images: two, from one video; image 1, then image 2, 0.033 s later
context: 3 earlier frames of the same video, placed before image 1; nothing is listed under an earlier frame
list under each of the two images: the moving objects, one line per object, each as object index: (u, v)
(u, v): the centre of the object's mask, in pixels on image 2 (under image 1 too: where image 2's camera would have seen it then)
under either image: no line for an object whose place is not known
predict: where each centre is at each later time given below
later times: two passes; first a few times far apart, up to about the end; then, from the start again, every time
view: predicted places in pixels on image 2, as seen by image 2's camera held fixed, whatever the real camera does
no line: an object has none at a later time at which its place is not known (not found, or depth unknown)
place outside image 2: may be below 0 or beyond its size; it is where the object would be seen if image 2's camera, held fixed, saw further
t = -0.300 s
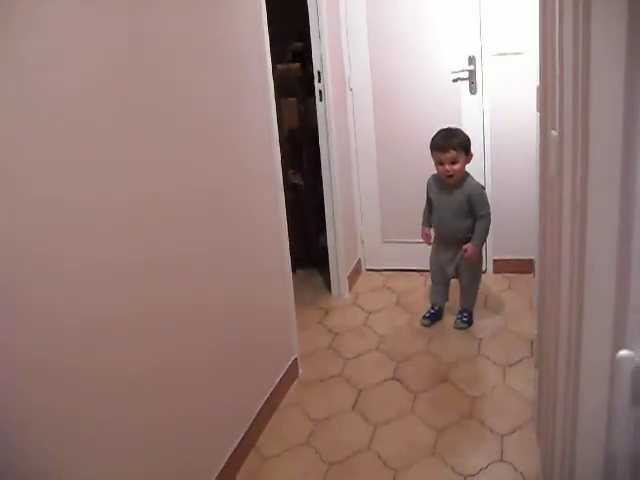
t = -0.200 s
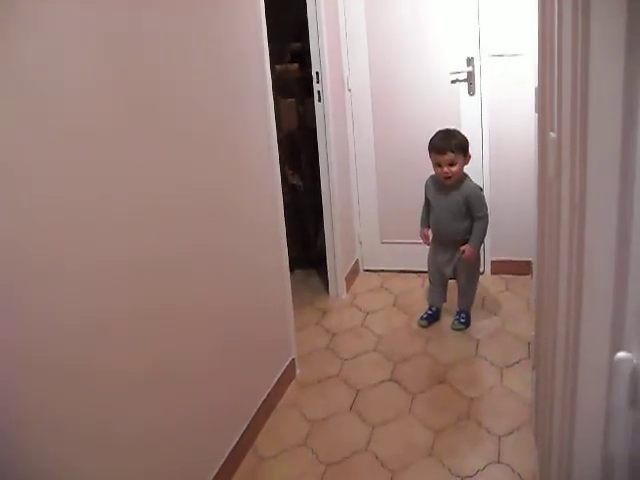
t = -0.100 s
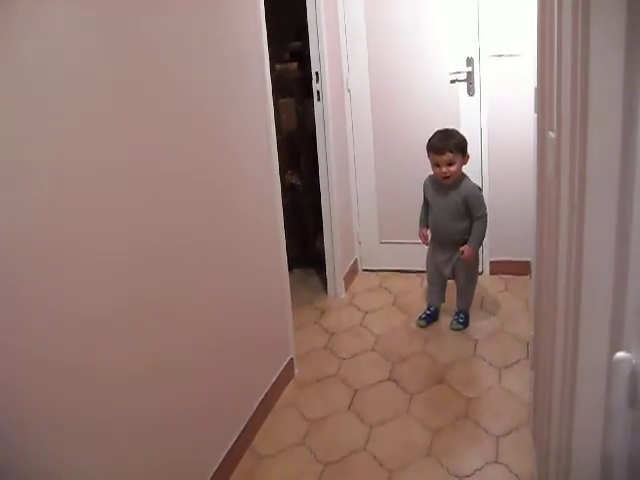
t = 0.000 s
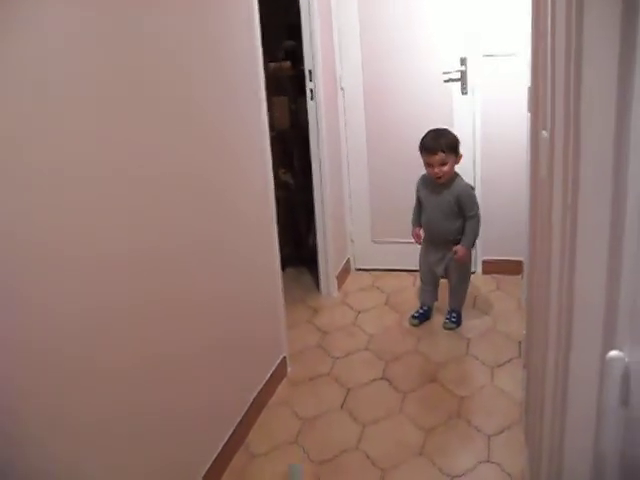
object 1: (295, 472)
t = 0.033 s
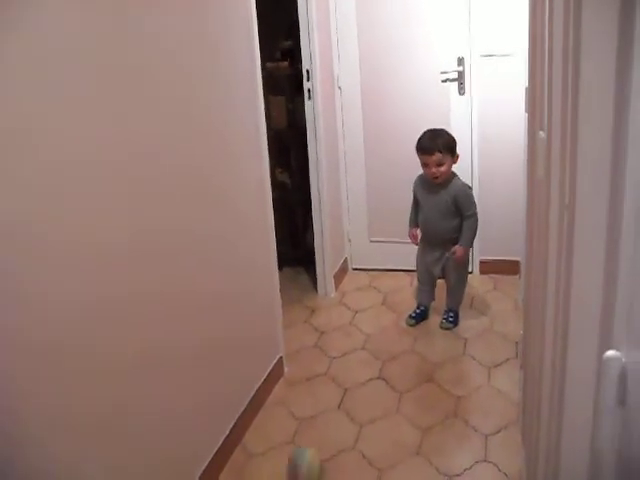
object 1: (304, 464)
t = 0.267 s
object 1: (336, 393)
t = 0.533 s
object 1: (359, 333)
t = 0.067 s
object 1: (311, 459)
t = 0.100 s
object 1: (317, 447)
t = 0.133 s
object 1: (321, 436)
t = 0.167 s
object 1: (326, 421)
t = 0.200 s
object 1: (331, 411)
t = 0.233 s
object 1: (333, 401)
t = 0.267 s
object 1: (336, 393)
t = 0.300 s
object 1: (341, 389)
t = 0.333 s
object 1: (346, 375)
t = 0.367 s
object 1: (346, 371)
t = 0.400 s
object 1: (350, 361)
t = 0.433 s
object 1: (351, 354)
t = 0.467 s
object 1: (355, 348)
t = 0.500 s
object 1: (357, 340)
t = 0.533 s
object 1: (359, 333)
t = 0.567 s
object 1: (359, 330)
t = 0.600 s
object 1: (362, 323)
